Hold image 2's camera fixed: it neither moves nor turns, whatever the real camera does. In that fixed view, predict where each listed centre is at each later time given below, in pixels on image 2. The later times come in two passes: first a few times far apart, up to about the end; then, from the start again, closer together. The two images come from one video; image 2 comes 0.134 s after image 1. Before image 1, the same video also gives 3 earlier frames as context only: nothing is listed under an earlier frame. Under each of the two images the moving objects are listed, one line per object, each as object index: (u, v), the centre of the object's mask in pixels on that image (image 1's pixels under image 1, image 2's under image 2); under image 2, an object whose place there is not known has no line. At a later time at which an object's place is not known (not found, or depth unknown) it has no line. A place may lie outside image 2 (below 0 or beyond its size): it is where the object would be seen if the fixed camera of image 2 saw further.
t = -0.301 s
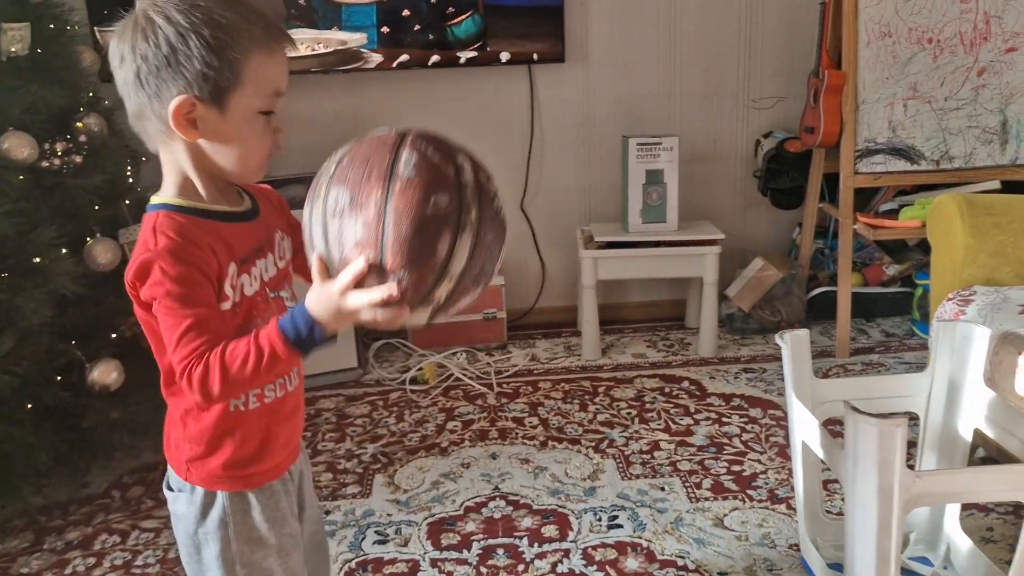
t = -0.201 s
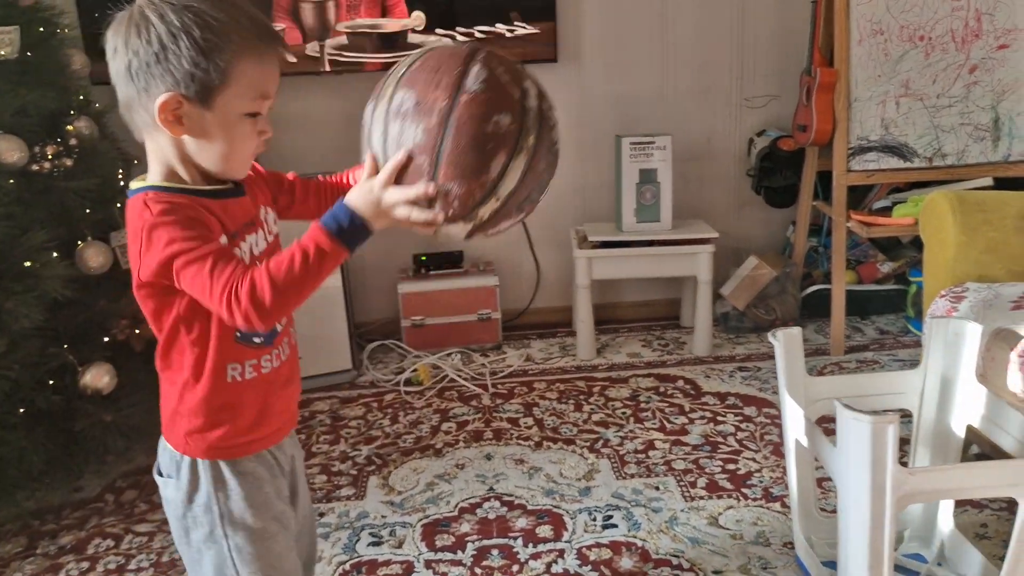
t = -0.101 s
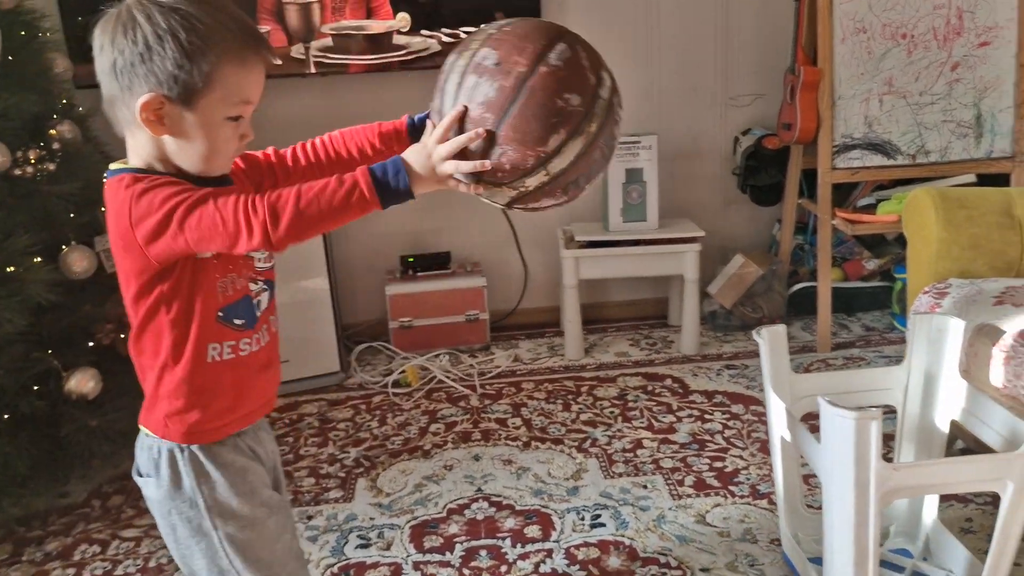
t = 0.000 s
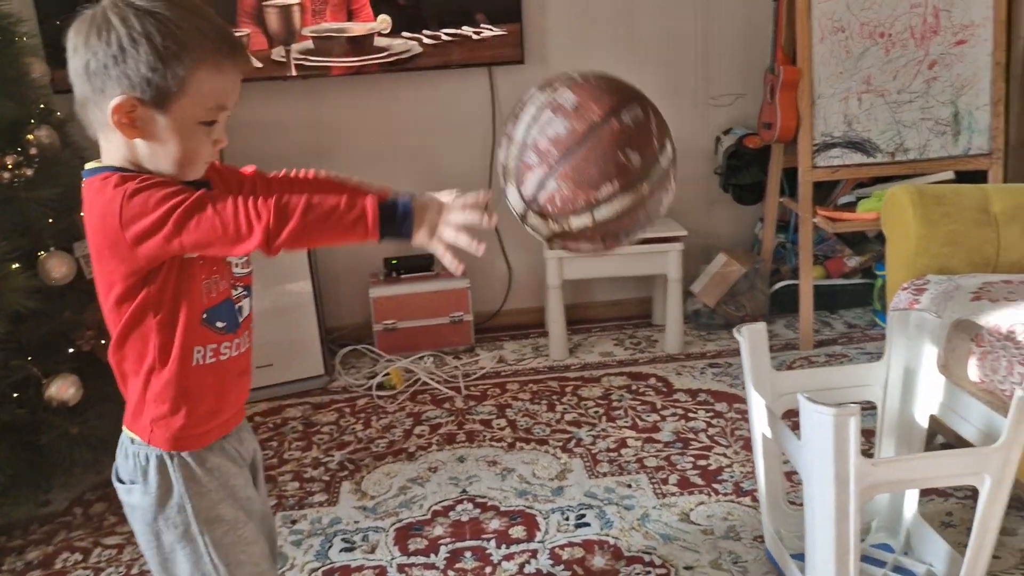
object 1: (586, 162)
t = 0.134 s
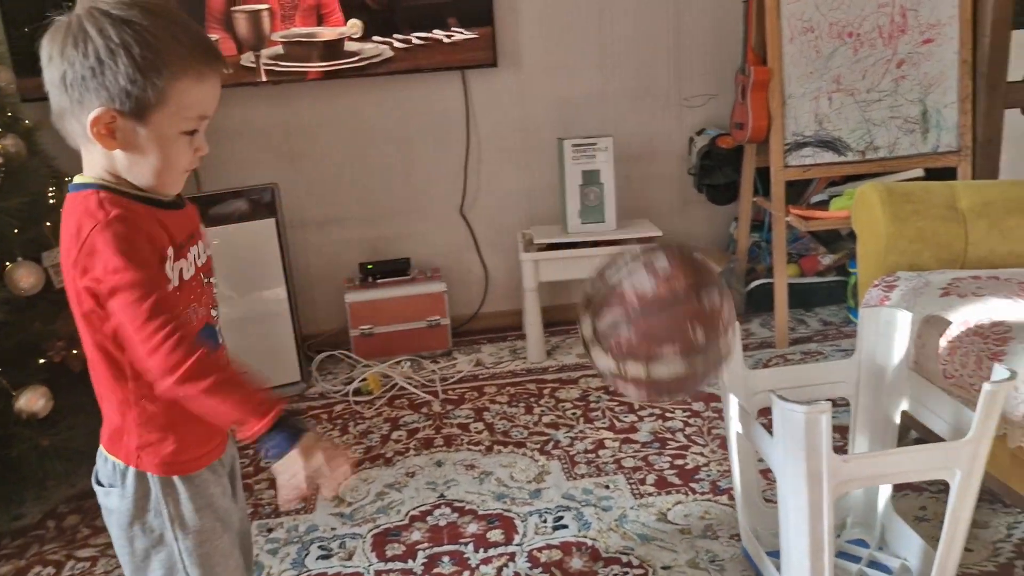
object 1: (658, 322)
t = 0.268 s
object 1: (683, 487)
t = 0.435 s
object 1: (585, 478)
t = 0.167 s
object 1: (680, 372)
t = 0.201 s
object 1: (699, 422)
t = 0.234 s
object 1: (694, 452)
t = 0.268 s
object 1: (683, 487)
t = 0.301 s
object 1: (674, 520)
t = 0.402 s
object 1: (609, 495)
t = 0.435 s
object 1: (585, 478)
